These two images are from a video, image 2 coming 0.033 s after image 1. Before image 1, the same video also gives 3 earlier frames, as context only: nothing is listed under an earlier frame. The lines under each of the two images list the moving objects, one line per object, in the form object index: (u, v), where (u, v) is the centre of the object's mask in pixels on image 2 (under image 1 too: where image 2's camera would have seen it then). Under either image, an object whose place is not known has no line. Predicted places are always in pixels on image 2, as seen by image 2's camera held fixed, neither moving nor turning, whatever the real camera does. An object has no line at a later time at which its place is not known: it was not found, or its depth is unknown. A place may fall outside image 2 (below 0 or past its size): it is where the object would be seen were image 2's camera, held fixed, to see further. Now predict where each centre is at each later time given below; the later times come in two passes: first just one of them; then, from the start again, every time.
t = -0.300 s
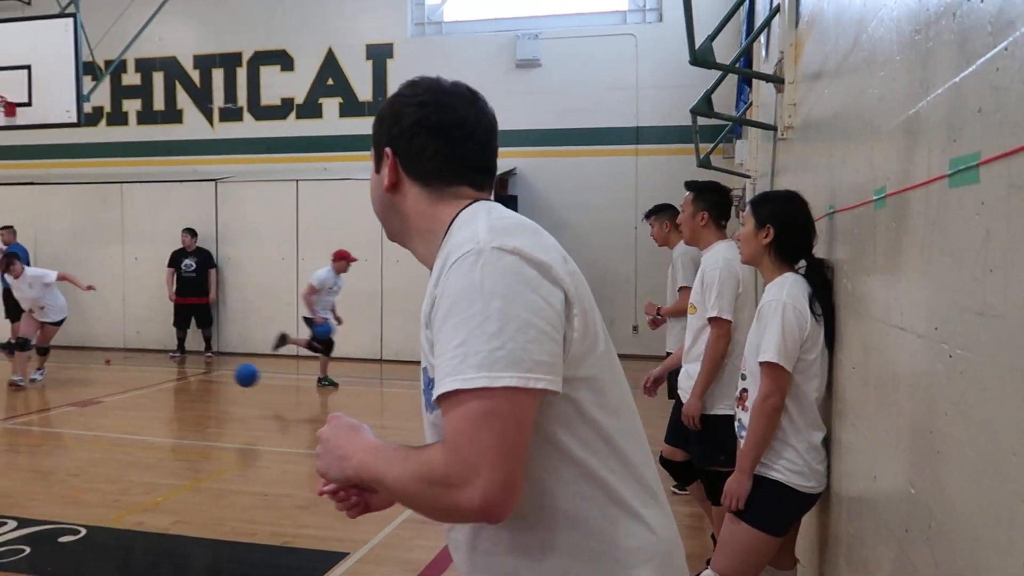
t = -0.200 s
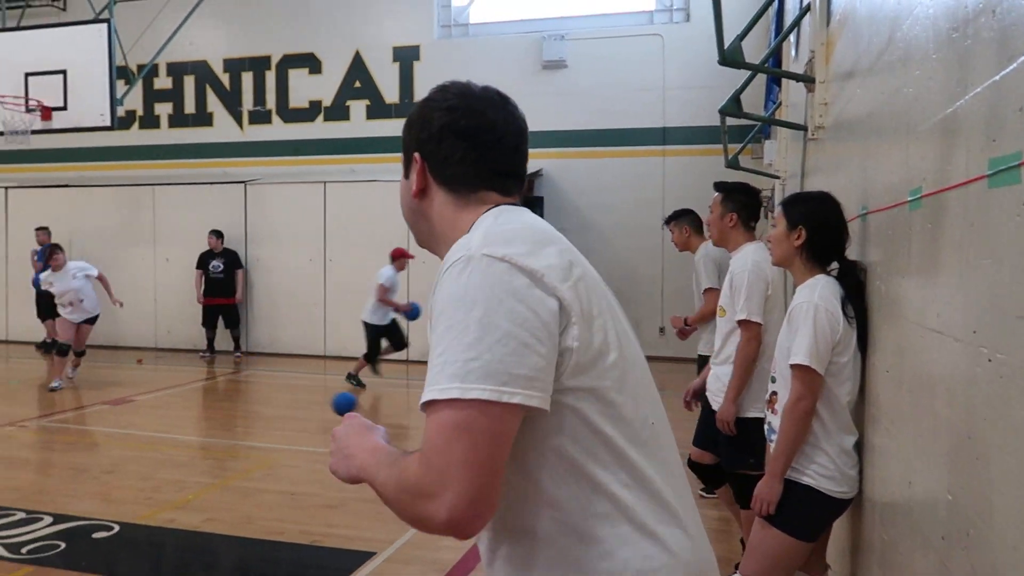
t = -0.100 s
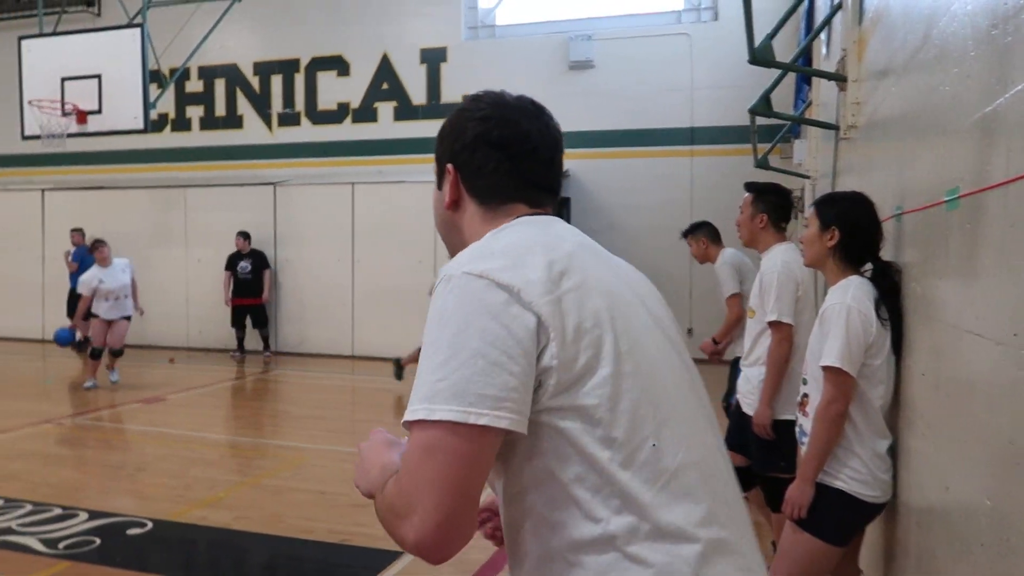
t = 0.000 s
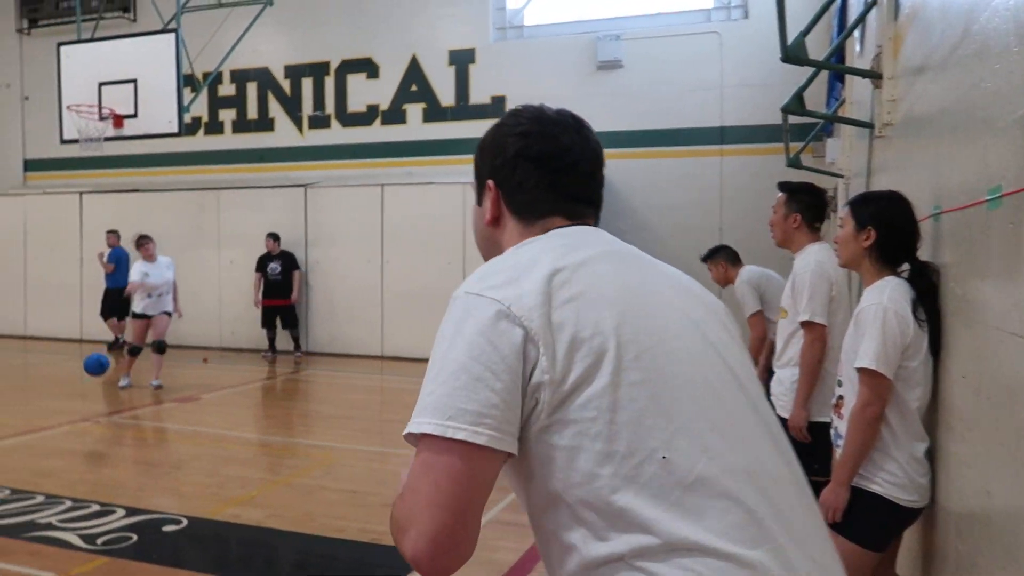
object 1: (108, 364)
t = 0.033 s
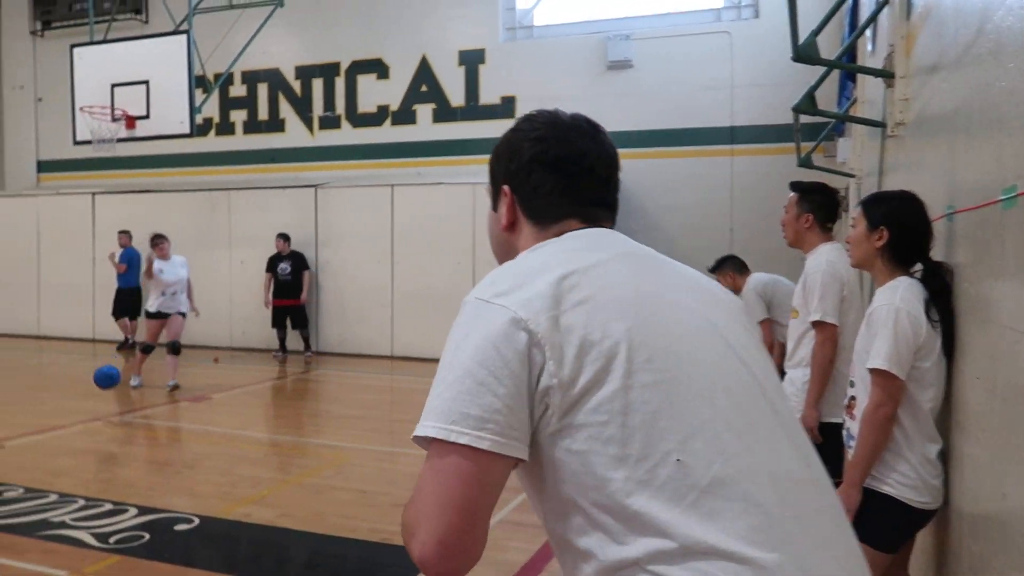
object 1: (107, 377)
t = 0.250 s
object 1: (91, 477)
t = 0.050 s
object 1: (106, 385)
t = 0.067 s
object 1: (105, 393)
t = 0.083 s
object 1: (105, 403)
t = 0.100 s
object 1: (104, 413)
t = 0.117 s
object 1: (104, 425)
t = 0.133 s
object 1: (104, 437)
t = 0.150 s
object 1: (103, 451)
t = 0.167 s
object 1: (103, 467)
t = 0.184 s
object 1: (101, 473)
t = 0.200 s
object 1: (99, 473)
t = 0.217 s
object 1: (96, 474)
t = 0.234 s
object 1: (94, 475)
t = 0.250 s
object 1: (91, 477)
